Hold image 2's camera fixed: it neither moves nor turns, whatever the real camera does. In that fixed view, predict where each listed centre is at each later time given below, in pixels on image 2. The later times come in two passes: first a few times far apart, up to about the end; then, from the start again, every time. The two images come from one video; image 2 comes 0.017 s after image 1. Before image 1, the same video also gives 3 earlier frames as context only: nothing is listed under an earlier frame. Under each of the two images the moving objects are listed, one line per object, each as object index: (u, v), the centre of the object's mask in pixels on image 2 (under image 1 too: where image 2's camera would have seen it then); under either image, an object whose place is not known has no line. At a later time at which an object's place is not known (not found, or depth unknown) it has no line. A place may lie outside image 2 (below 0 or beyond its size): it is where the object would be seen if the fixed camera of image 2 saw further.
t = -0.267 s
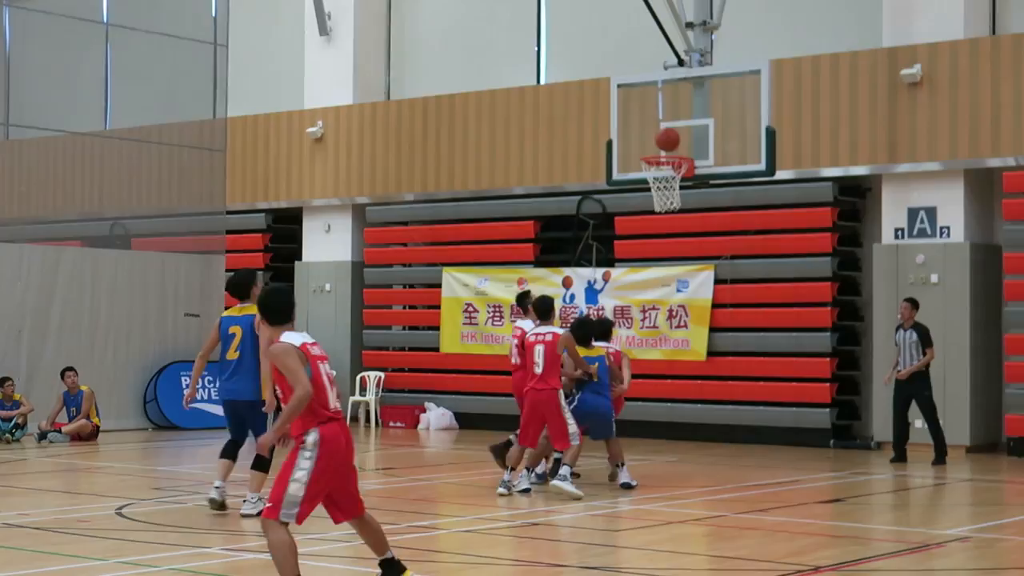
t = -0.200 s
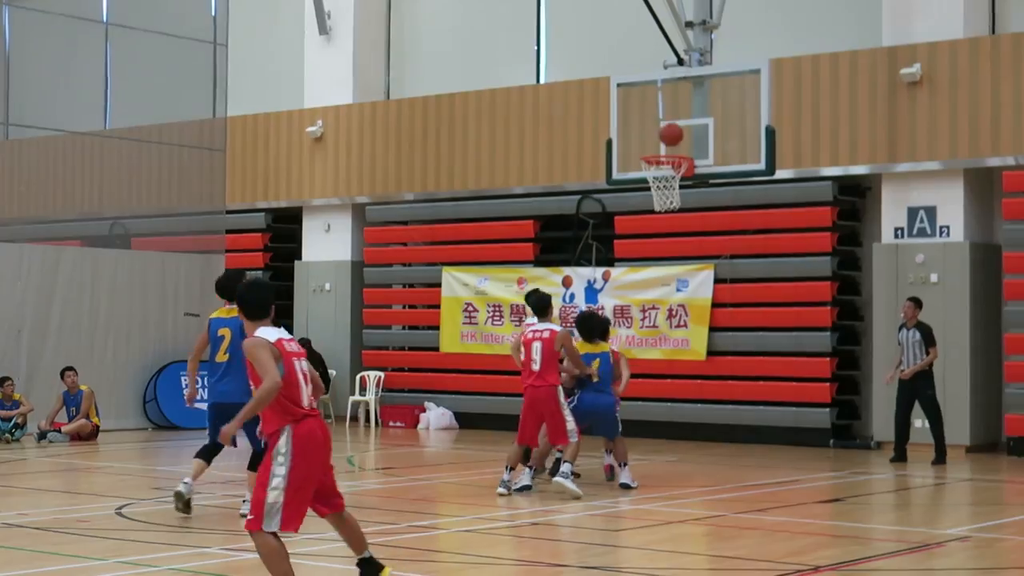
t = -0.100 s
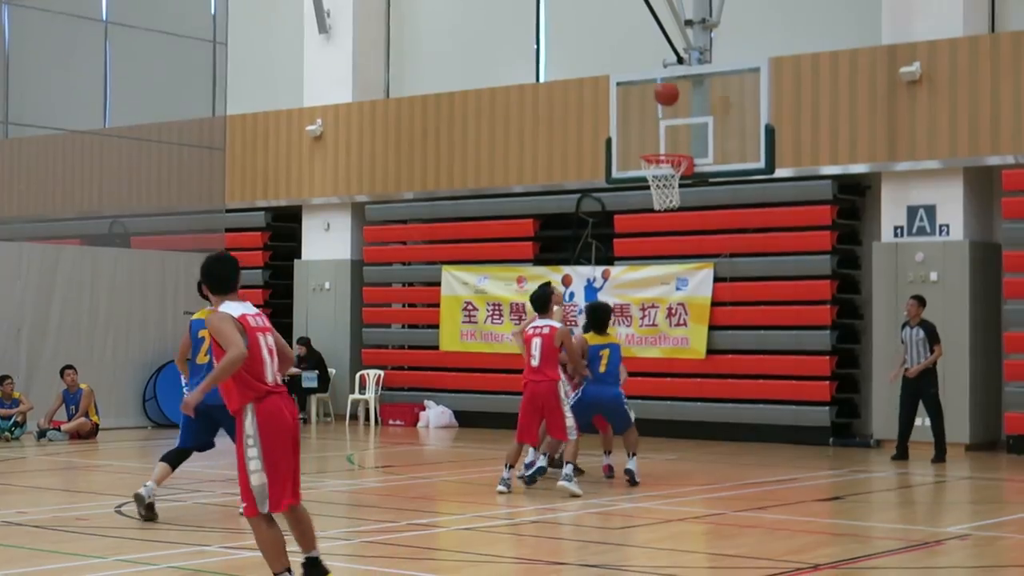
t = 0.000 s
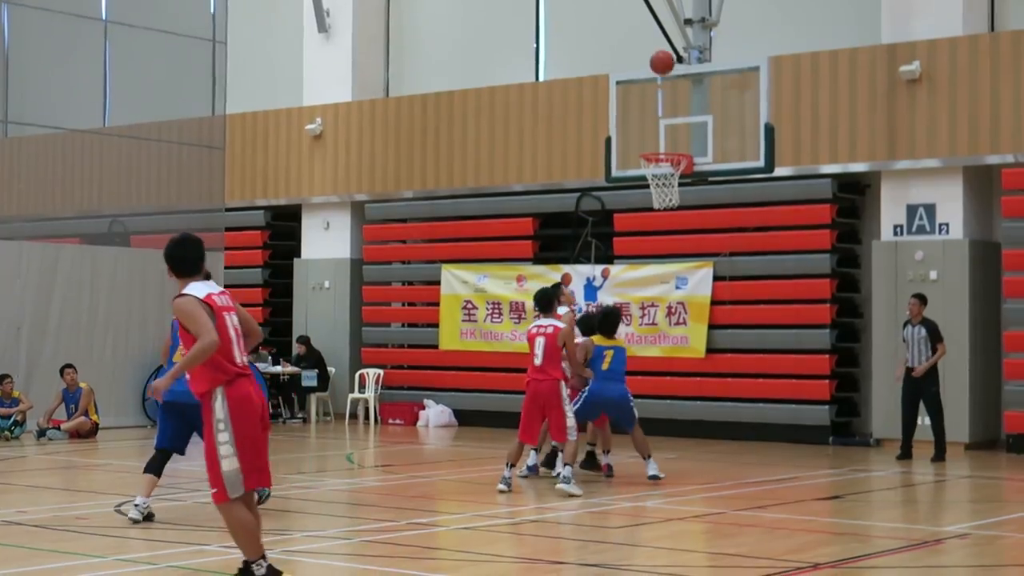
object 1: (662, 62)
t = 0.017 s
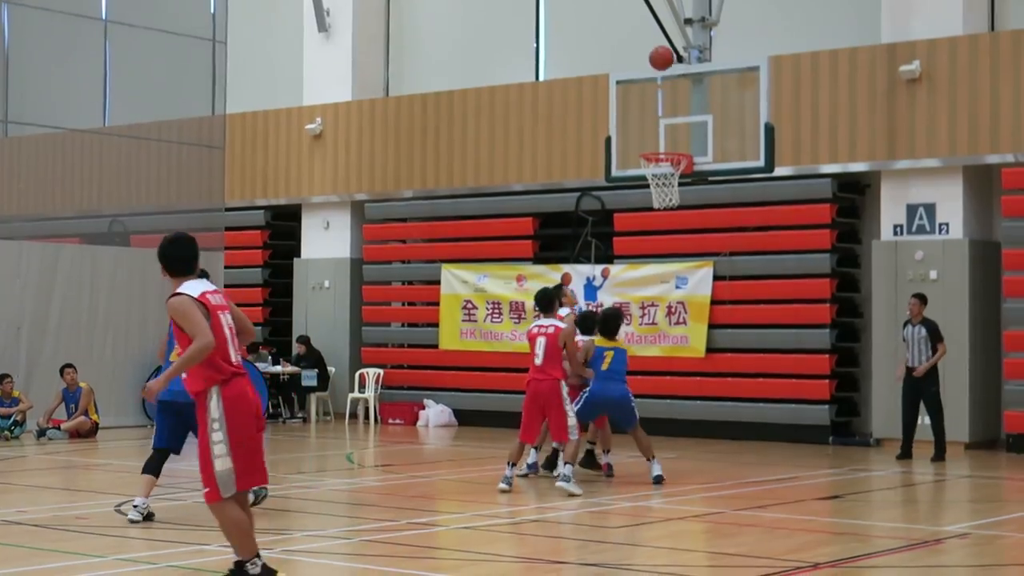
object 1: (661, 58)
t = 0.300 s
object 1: (649, 29)
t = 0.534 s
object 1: (638, 70)
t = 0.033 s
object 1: (660, 54)
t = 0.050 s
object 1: (659, 50)
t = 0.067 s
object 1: (659, 47)
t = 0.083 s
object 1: (658, 44)
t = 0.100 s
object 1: (657, 41)
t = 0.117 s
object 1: (657, 39)
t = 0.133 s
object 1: (656, 36)
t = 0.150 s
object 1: (655, 34)
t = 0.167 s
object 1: (655, 32)
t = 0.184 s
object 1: (654, 31)
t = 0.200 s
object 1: (653, 30)
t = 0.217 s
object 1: (652, 29)
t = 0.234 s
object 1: (652, 29)
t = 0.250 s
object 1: (651, 28)
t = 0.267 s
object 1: (650, 28)
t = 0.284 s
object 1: (650, 29)
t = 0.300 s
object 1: (649, 29)
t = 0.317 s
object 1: (648, 30)
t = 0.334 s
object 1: (647, 31)
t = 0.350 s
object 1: (647, 32)
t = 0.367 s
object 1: (646, 34)
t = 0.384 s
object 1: (645, 36)
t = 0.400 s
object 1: (644, 39)
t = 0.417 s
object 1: (643, 41)
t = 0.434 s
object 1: (643, 45)
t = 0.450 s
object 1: (642, 48)
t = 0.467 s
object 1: (641, 52)
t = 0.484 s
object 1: (640, 56)
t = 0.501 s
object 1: (639, 60)
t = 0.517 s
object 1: (639, 65)
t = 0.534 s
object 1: (638, 70)
